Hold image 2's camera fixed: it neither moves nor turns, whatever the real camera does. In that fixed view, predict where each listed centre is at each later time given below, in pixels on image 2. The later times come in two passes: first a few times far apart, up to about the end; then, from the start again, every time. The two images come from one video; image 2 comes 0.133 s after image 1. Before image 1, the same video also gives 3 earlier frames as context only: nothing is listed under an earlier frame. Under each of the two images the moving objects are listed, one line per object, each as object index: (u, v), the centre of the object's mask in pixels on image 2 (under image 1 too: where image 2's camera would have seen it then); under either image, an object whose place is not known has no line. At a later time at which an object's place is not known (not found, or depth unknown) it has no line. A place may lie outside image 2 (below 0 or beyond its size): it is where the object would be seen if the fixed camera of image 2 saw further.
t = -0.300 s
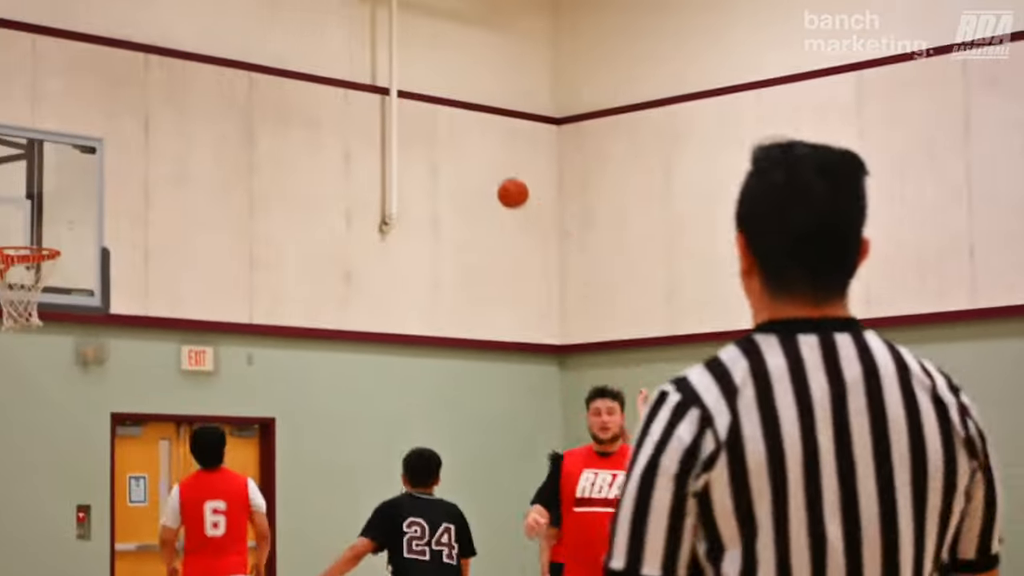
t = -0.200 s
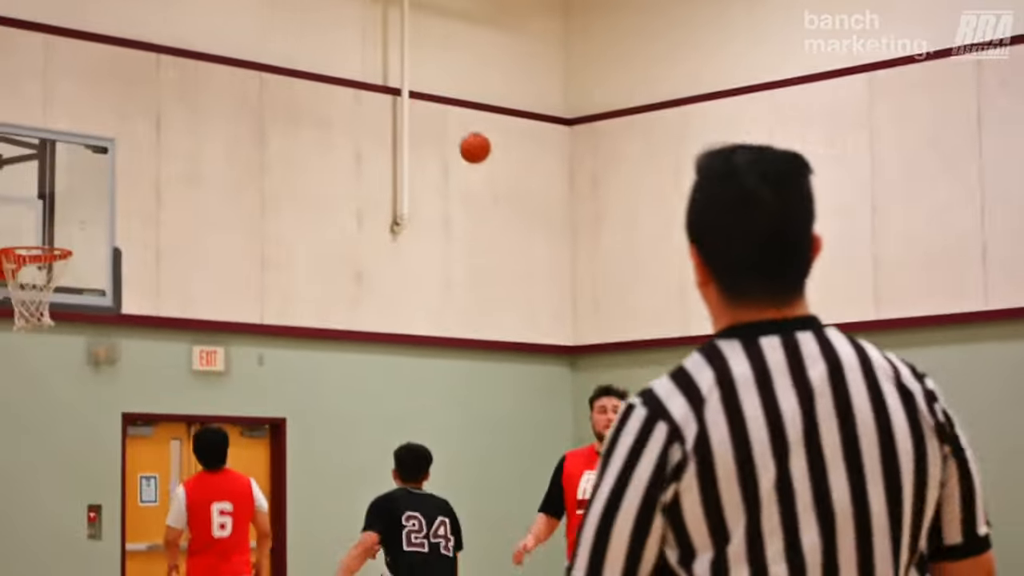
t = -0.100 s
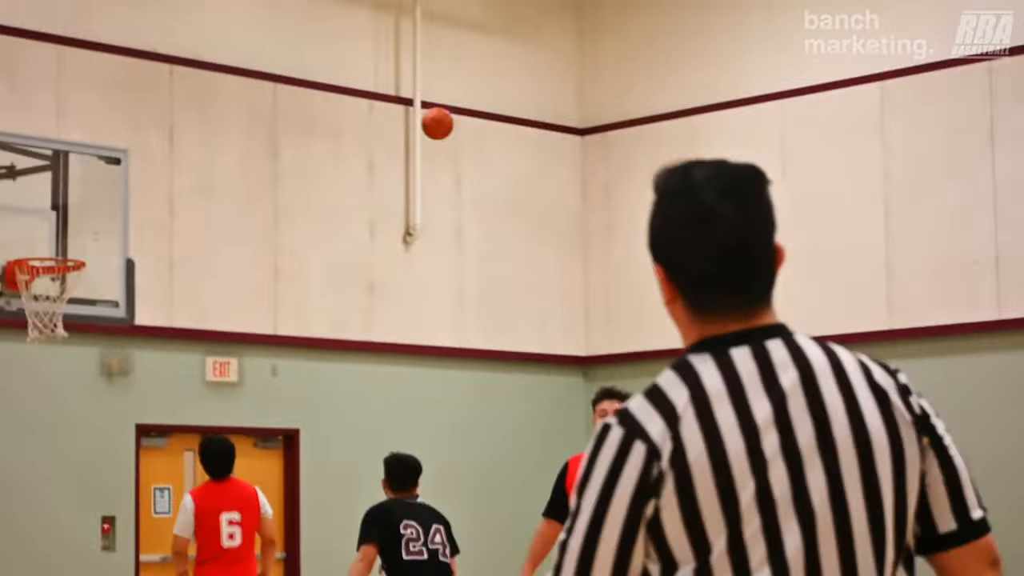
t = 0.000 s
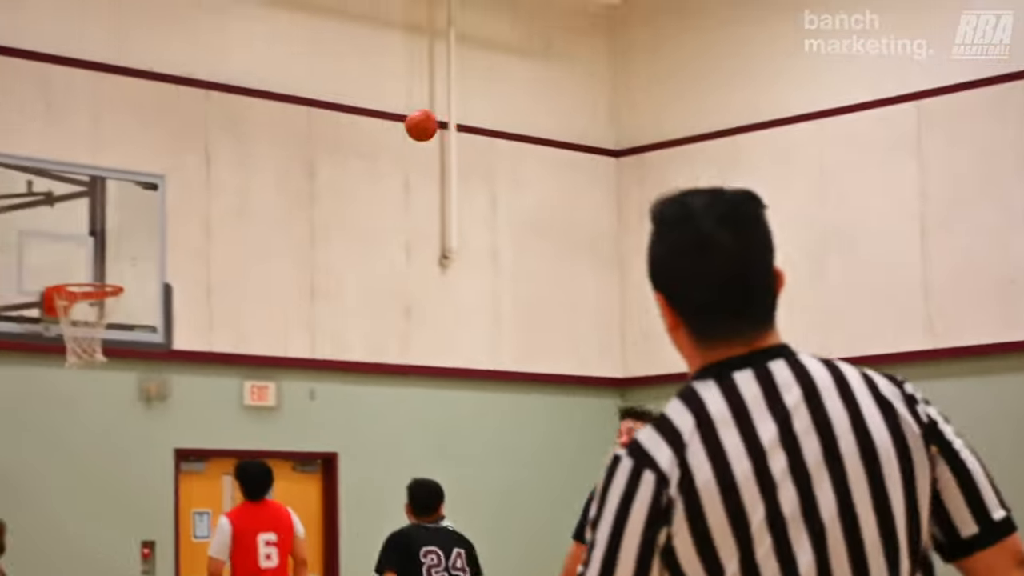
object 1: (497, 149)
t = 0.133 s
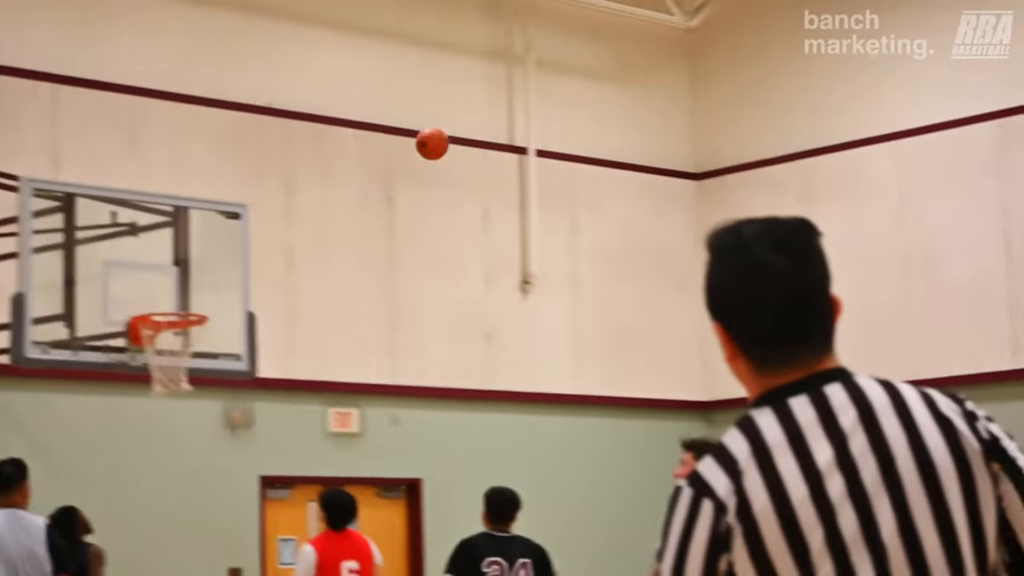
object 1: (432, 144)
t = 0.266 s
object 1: (364, 160)
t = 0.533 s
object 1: (219, 268)
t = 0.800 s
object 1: (191, 326)
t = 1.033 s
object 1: (165, 349)
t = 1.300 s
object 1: (143, 400)
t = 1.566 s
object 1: (132, 552)
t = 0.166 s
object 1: (415, 145)
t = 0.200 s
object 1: (398, 148)
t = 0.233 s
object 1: (381, 154)
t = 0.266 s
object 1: (364, 160)
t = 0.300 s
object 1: (346, 168)
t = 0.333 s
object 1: (329, 178)
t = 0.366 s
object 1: (311, 188)
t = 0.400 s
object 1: (293, 200)
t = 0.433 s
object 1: (274, 215)
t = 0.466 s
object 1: (256, 231)
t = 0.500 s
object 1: (238, 248)
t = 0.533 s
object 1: (219, 268)
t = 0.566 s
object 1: (200, 289)
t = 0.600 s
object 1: (182, 306)
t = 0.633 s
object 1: (166, 305)
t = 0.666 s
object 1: (159, 318)
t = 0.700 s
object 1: (163, 321)
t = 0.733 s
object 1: (172, 322)
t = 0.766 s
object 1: (186, 324)
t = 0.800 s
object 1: (191, 326)
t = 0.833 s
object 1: (190, 330)
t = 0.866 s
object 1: (188, 335)
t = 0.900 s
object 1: (184, 338)
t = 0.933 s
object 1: (179, 340)
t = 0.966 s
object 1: (175, 342)
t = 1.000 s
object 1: (171, 345)
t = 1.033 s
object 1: (165, 349)
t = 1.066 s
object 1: (161, 350)
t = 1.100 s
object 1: (158, 353)
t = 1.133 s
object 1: (154, 357)
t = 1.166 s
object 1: (151, 361)
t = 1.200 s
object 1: (149, 370)
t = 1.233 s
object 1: (147, 380)
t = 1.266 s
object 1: (145, 390)
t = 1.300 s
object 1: (143, 400)
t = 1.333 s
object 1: (141, 414)
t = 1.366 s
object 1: (140, 429)
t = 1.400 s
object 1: (138, 446)
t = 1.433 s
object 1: (136, 463)
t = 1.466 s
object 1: (135, 483)
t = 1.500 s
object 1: (134, 504)
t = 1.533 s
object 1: (133, 527)
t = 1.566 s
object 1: (132, 552)
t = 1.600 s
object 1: (132, 577)
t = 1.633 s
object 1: (133, 594)
